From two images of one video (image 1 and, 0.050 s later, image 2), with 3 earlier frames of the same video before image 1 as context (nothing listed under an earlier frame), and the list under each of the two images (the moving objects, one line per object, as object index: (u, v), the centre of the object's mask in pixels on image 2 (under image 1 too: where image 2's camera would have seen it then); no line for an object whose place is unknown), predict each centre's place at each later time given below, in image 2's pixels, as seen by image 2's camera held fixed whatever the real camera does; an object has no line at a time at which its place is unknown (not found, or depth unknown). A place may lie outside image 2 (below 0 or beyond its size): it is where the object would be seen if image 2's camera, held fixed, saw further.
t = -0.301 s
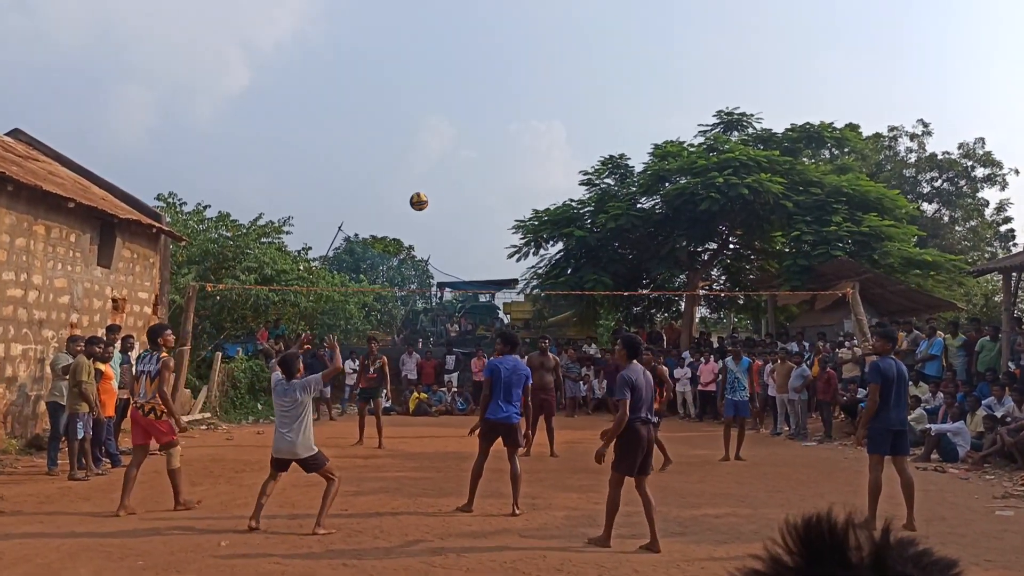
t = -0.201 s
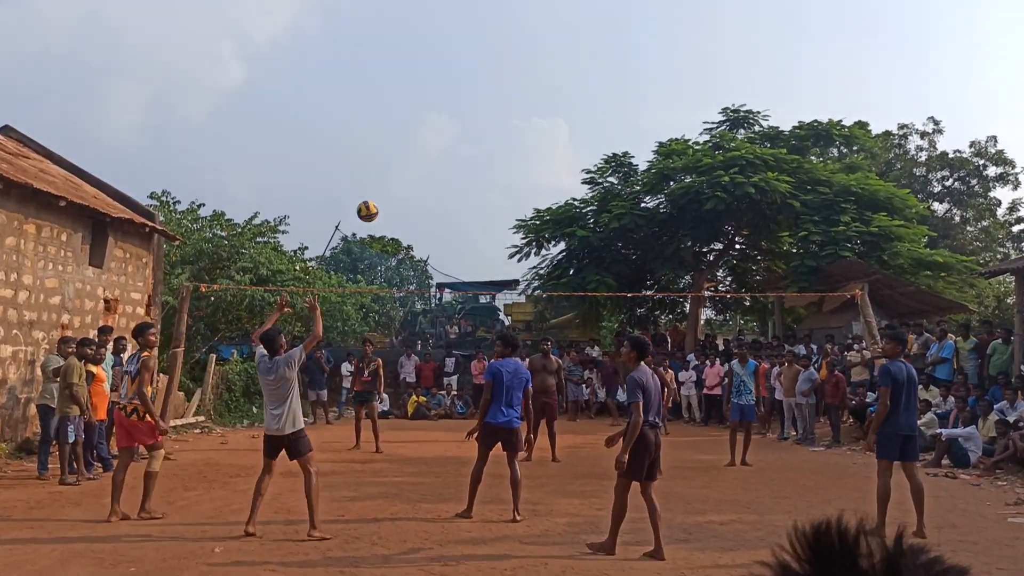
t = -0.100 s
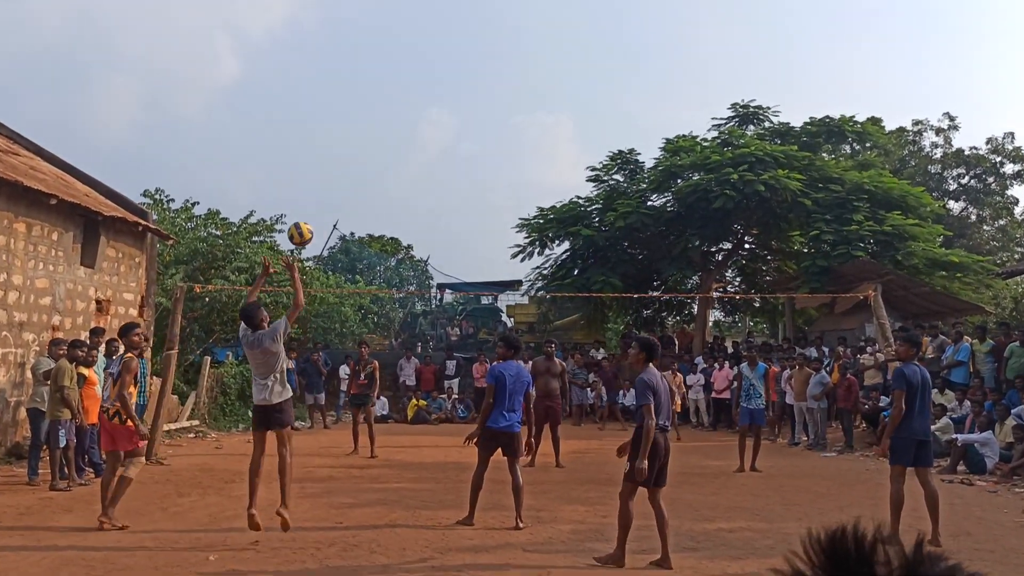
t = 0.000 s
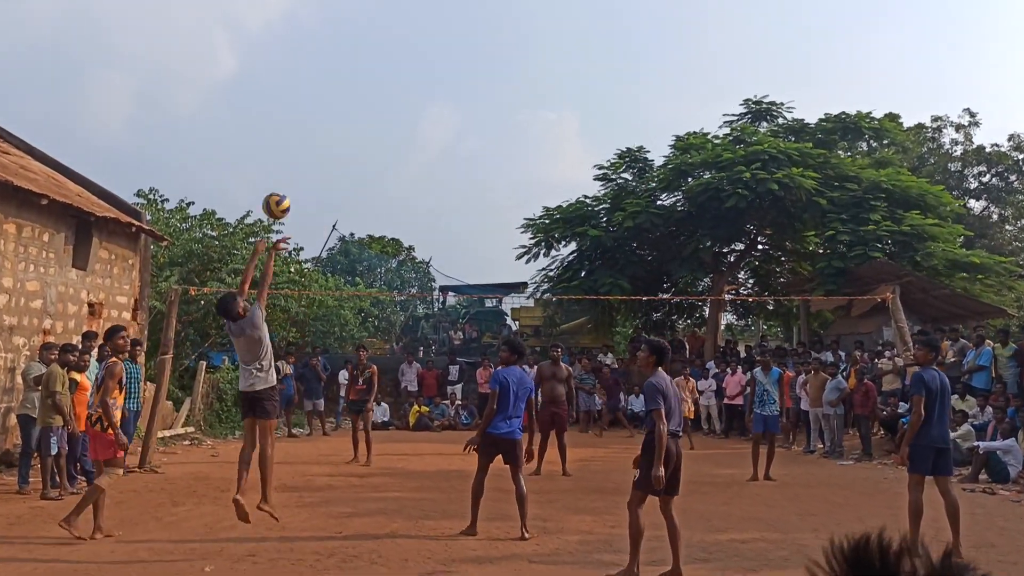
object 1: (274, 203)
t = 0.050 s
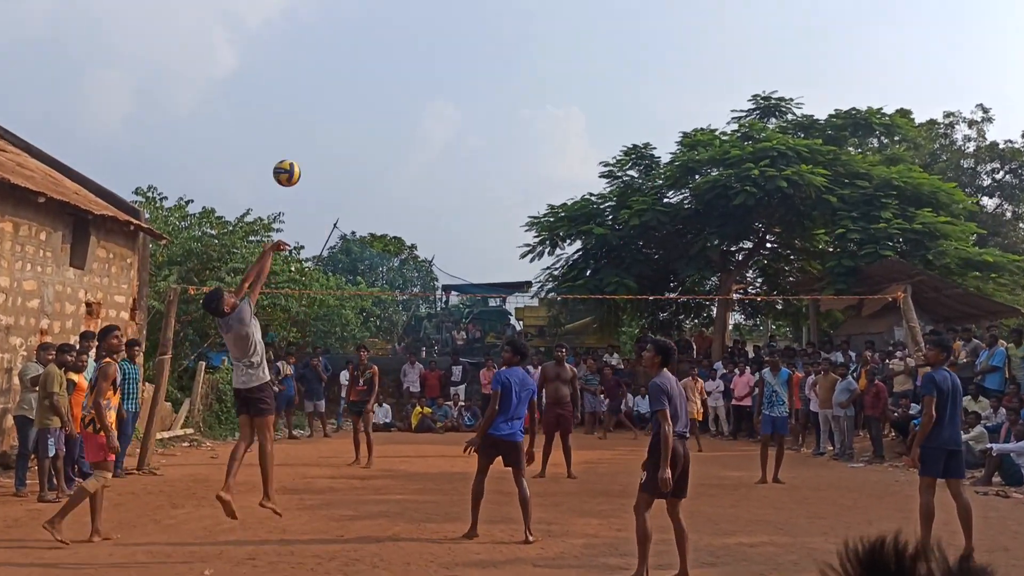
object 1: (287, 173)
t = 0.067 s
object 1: (290, 164)
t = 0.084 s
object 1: (294, 155)
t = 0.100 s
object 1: (298, 147)
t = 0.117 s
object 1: (301, 139)
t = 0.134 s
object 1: (304, 131)
